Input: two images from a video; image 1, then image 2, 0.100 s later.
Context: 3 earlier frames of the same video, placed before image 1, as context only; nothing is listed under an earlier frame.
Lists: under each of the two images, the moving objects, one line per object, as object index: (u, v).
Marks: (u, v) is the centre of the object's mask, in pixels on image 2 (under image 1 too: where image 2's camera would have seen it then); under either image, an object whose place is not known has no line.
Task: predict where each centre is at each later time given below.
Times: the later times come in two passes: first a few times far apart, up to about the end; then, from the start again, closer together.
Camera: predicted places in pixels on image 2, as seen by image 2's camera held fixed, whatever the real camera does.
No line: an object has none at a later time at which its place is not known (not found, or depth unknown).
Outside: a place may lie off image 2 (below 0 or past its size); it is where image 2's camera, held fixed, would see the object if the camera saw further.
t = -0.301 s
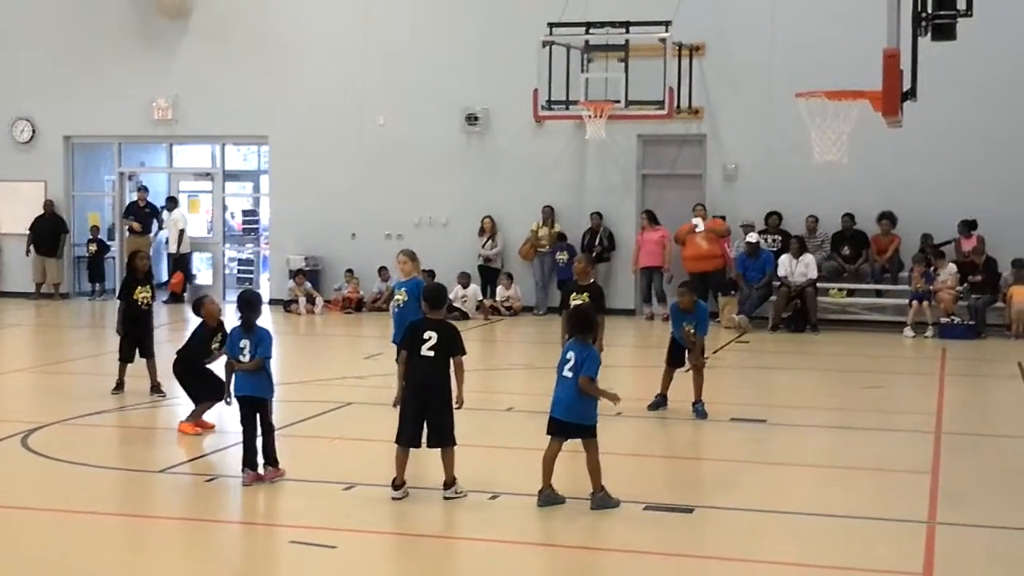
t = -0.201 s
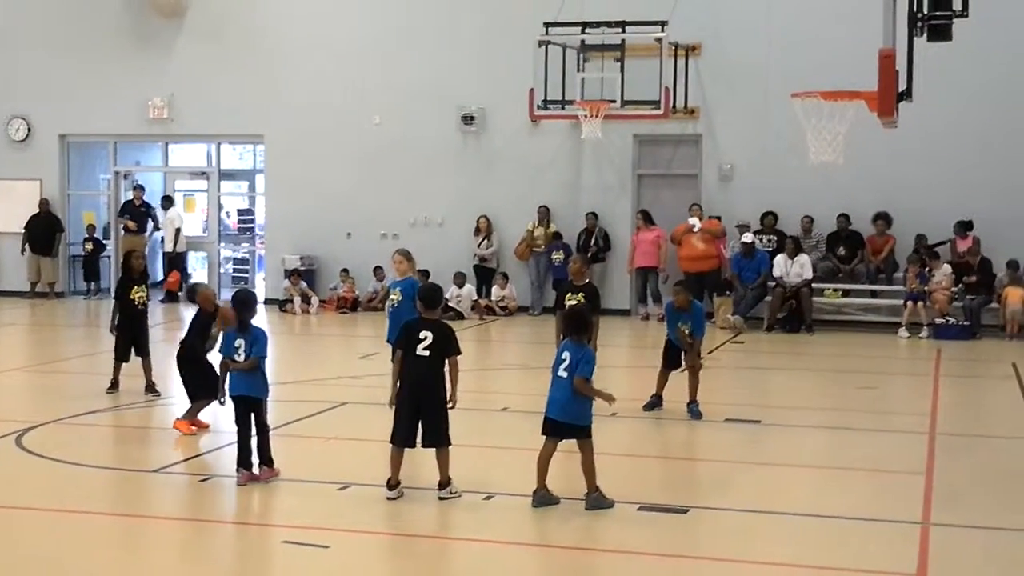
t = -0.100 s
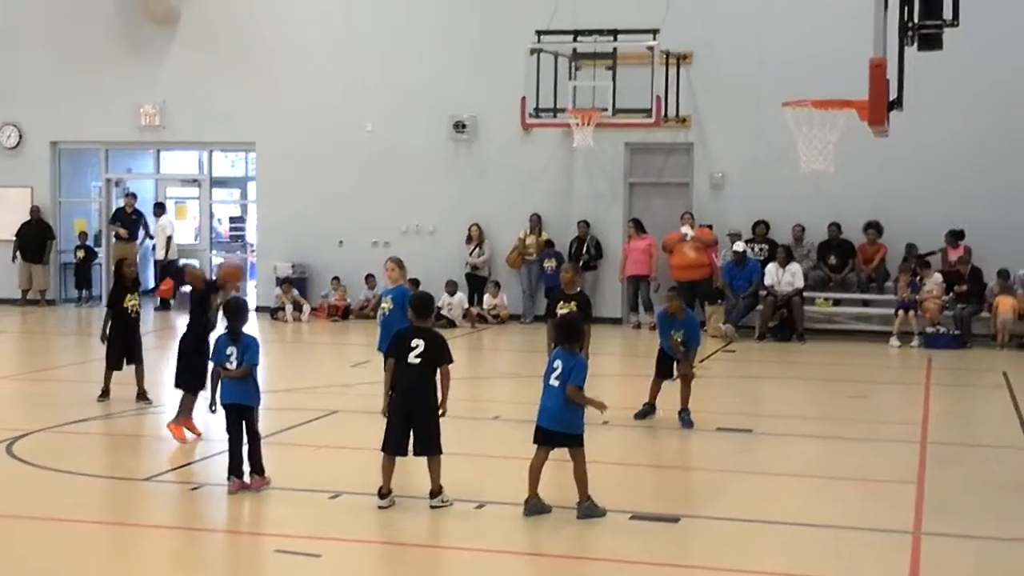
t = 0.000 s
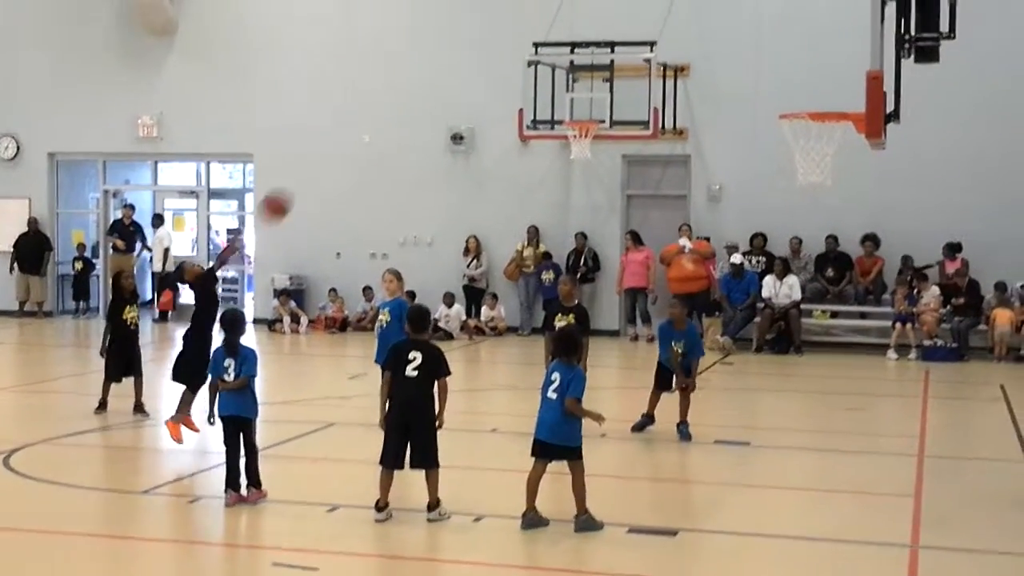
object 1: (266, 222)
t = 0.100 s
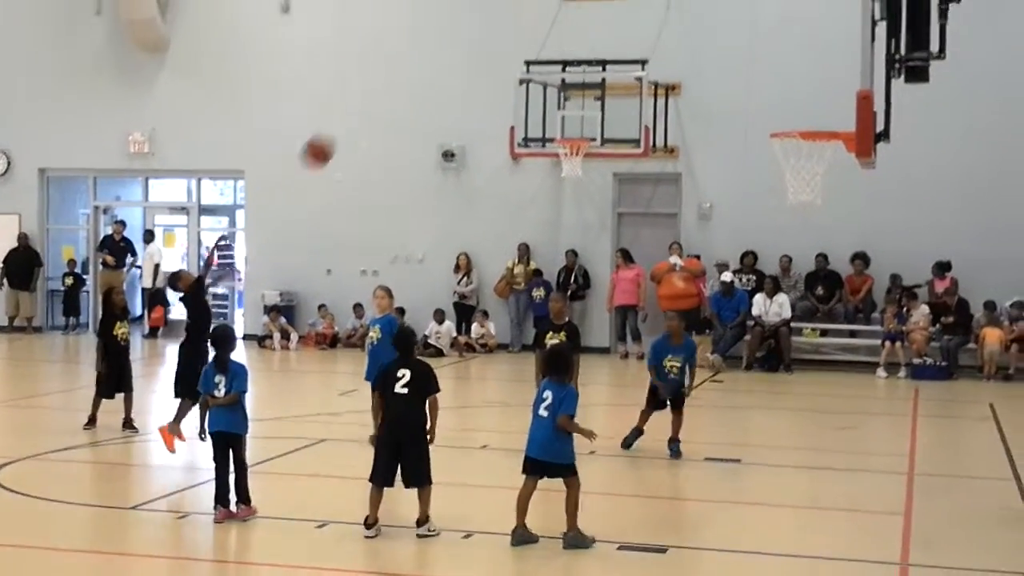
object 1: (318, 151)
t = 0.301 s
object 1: (422, 44)
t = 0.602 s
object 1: (587, -24)
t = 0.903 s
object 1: (758, 32)
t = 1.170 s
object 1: (829, 80)
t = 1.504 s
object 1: (771, 47)
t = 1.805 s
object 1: (715, 169)
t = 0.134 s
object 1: (335, 130)
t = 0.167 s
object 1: (352, 111)
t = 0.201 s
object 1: (369, 92)
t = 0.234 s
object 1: (387, 75)
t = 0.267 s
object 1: (404, 58)
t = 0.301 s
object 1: (422, 44)
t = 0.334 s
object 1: (440, 29)
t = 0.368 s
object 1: (458, 17)
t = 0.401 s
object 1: (476, 6)
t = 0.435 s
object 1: (495, -2)
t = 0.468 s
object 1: (512, -9)
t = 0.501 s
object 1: (531, -15)
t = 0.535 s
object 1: (550, -20)
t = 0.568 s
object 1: (569, -23)
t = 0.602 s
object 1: (587, -24)
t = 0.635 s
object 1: (606, -24)
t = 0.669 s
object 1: (625, -23)
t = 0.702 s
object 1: (643, -20)
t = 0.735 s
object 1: (662, -15)
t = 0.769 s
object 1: (681, -10)
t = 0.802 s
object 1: (700, -2)
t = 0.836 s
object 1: (720, 7)
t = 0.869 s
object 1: (739, 19)
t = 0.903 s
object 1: (758, 32)
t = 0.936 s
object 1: (778, 47)
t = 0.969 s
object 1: (797, 63)
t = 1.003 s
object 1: (816, 80)
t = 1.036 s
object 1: (835, 101)
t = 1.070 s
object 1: (843, 118)
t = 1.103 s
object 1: (837, 103)
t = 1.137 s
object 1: (833, 91)
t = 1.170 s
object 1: (829, 80)
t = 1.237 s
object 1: (816, 60)
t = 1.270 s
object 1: (811, 54)
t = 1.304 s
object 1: (807, 46)
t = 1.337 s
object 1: (801, 41)
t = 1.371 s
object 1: (795, 40)
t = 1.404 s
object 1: (789, 40)
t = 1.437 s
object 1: (782, 40)
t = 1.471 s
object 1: (777, 43)
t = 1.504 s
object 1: (771, 47)
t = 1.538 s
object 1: (765, 53)
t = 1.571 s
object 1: (760, 61)
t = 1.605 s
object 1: (754, 71)
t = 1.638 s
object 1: (747, 82)
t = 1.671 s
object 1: (741, 96)
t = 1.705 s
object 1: (735, 112)
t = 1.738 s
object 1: (729, 128)
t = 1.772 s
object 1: (722, 147)
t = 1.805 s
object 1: (715, 169)
